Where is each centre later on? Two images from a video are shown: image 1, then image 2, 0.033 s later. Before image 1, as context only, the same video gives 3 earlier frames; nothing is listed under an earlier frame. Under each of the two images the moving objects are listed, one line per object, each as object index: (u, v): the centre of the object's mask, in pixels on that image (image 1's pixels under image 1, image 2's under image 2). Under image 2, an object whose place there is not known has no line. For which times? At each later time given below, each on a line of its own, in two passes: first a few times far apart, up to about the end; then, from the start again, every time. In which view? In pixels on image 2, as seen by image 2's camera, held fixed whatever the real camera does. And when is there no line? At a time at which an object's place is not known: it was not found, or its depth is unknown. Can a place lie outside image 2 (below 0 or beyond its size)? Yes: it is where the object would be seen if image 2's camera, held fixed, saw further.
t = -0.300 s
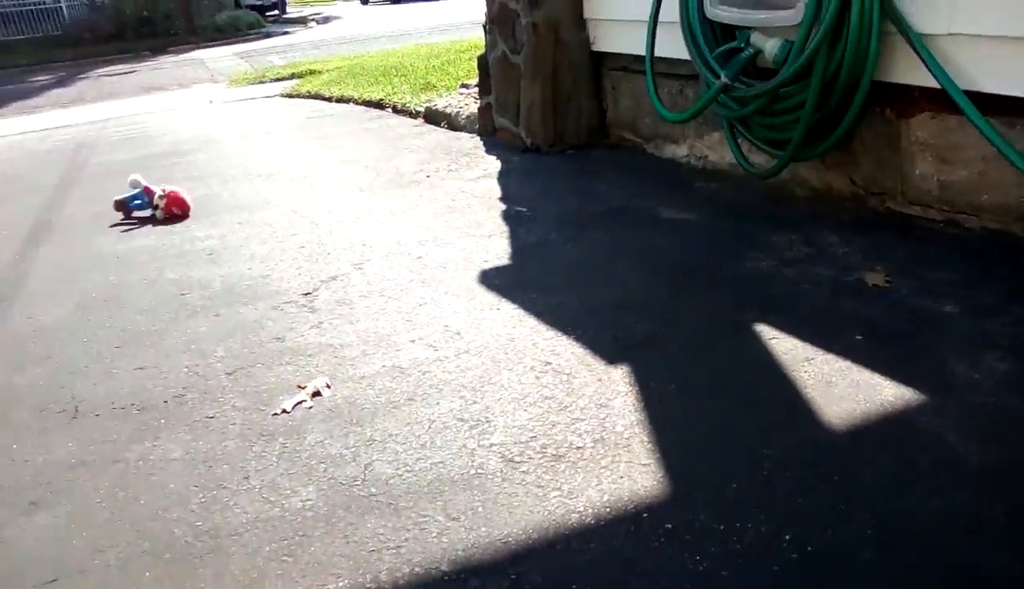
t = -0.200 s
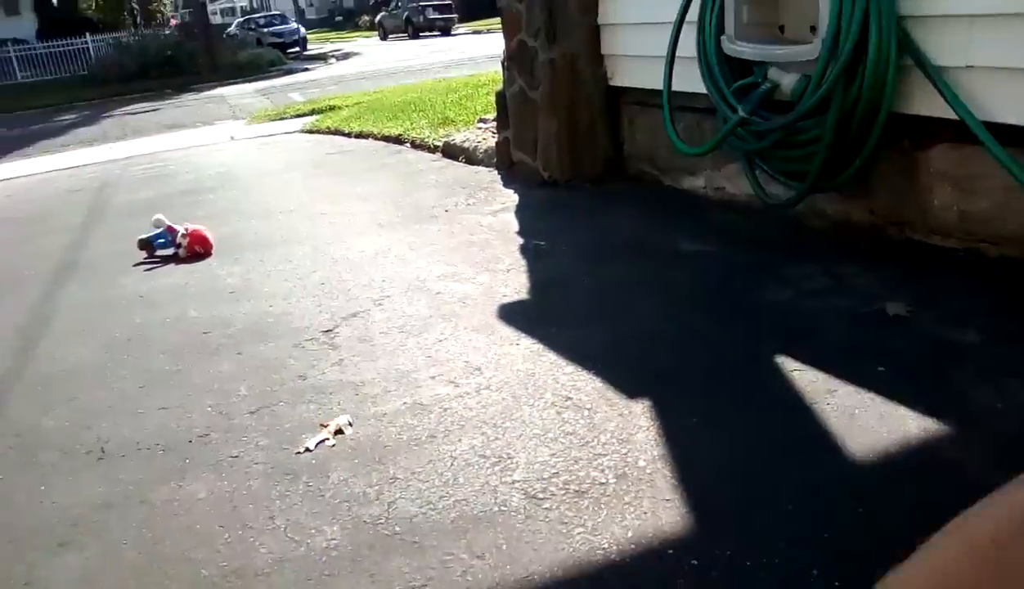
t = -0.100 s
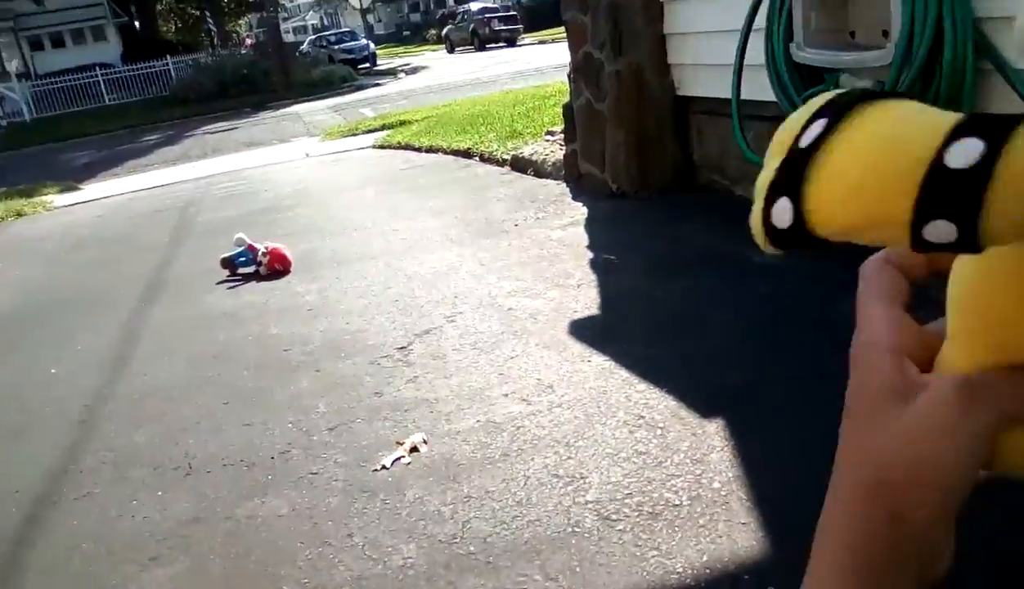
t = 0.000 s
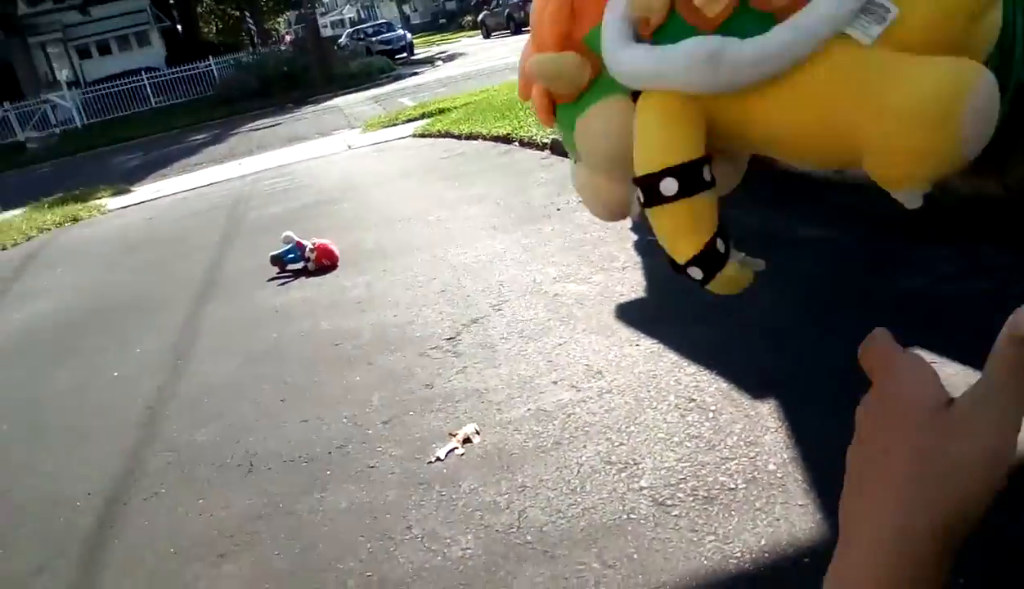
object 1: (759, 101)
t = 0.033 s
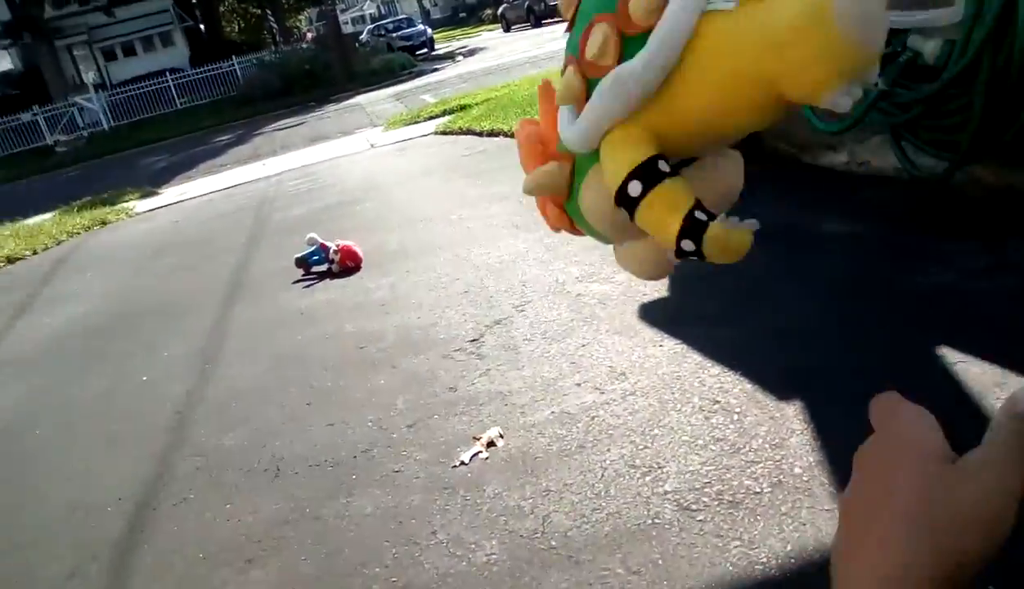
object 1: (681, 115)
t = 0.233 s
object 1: (525, 361)
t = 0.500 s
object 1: (412, 335)
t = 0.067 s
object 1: (628, 136)
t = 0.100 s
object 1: (591, 173)
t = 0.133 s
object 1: (564, 220)
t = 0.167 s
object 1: (546, 269)
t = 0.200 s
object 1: (532, 315)
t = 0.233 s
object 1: (525, 361)
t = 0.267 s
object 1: (523, 402)
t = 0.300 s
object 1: (511, 395)
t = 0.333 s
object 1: (488, 370)
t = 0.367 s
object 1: (470, 350)
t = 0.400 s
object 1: (448, 333)
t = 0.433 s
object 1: (434, 330)
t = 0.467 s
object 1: (424, 333)
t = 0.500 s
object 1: (412, 335)
